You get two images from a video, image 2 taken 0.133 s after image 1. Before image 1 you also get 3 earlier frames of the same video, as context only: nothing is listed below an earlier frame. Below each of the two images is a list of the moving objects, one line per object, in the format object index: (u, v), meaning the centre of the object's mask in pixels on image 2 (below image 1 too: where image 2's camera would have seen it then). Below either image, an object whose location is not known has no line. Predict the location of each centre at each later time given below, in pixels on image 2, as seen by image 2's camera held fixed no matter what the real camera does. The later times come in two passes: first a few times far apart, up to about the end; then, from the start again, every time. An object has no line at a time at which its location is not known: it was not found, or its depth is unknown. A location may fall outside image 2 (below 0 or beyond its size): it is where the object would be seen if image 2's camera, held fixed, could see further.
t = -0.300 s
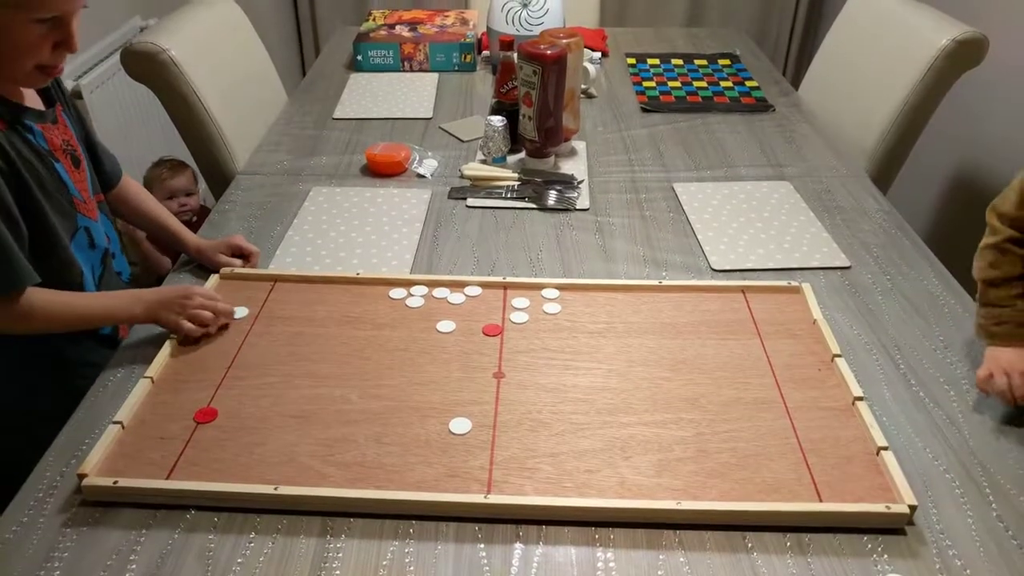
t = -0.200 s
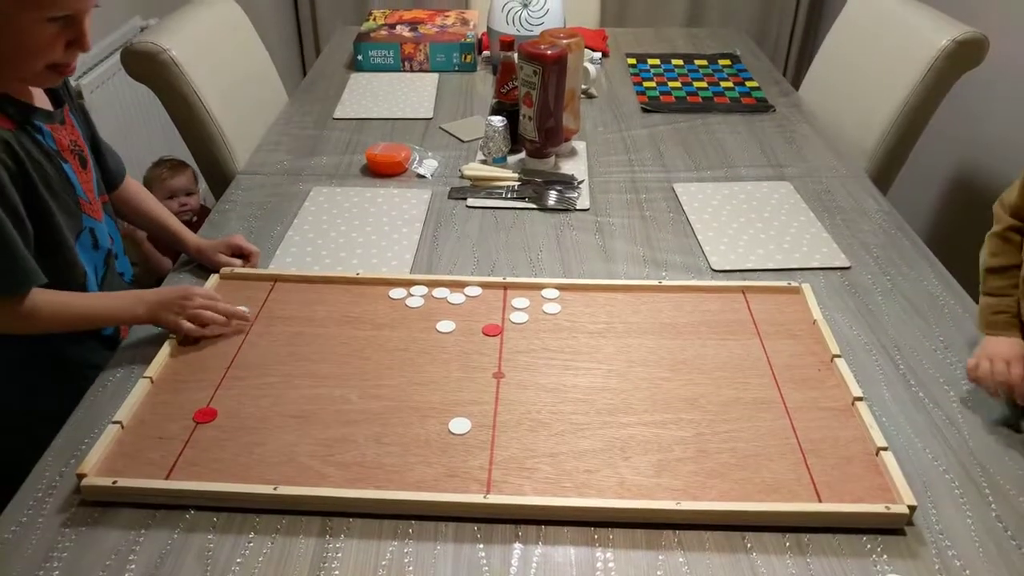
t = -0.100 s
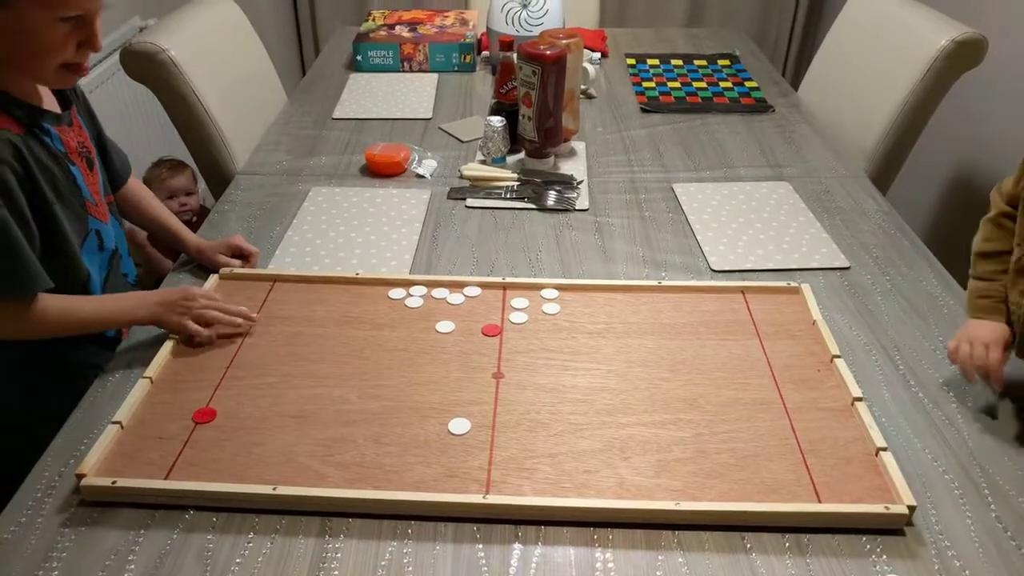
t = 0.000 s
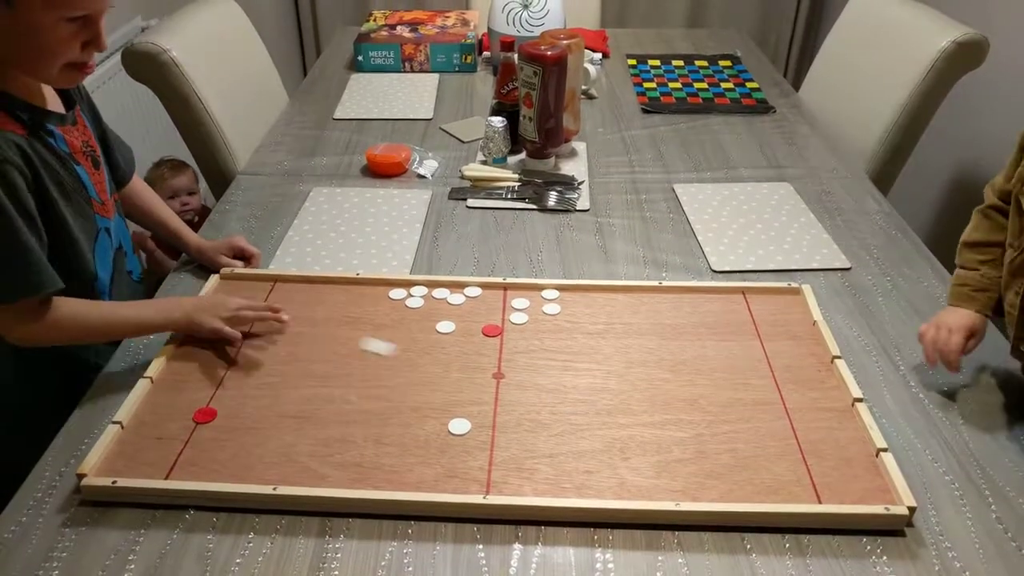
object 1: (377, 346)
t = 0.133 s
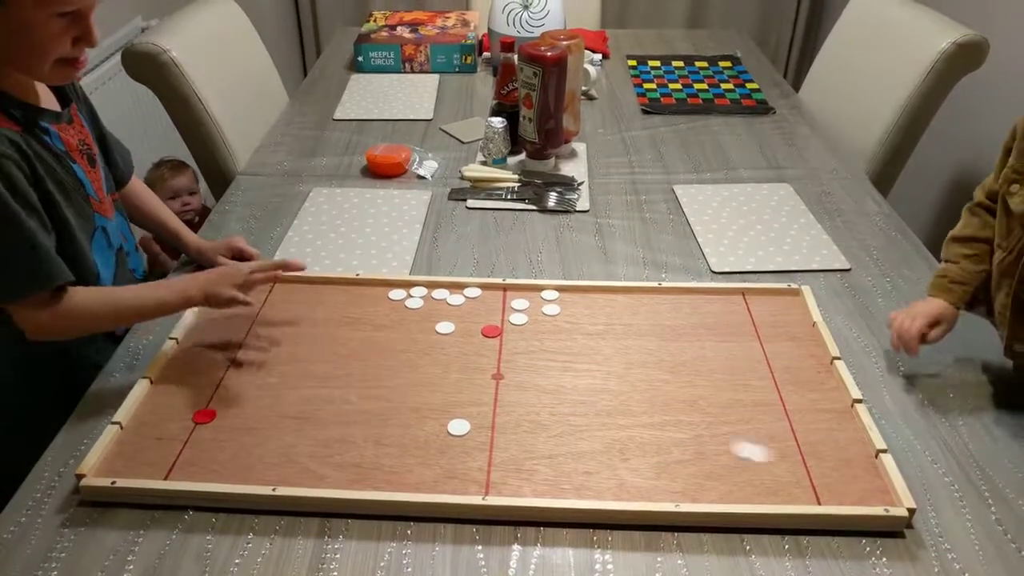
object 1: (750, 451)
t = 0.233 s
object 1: (821, 496)
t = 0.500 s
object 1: (705, 460)
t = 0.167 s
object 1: (844, 476)
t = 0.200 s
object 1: (854, 496)
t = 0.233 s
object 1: (821, 496)
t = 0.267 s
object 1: (793, 489)
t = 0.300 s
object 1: (769, 482)
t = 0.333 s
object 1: (749, 476)
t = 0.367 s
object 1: (733, 471)
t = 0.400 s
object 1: (721, 466)
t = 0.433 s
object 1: (712, 463)
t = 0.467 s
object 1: (707, 461)
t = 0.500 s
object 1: (705, 460)
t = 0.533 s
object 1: (705, 460)
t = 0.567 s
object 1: (705, 460)
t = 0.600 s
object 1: (705, 460)
